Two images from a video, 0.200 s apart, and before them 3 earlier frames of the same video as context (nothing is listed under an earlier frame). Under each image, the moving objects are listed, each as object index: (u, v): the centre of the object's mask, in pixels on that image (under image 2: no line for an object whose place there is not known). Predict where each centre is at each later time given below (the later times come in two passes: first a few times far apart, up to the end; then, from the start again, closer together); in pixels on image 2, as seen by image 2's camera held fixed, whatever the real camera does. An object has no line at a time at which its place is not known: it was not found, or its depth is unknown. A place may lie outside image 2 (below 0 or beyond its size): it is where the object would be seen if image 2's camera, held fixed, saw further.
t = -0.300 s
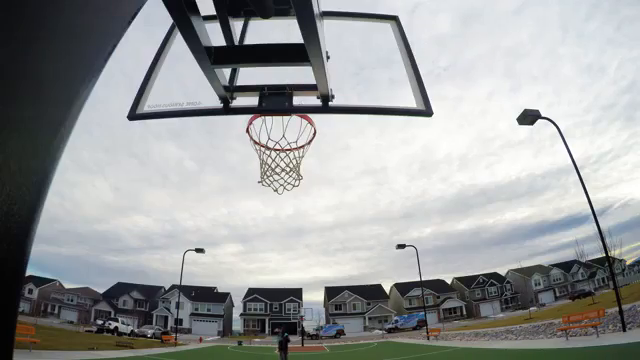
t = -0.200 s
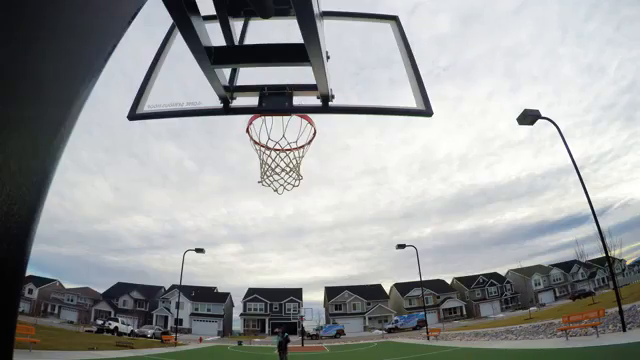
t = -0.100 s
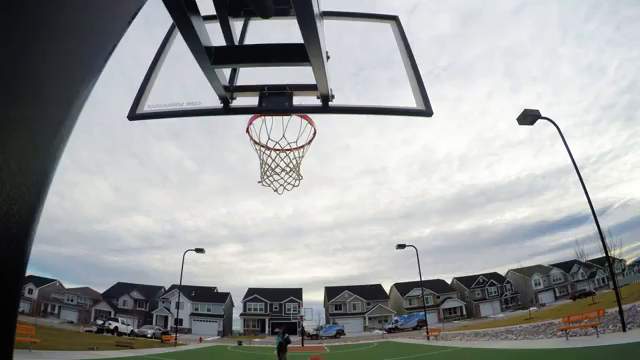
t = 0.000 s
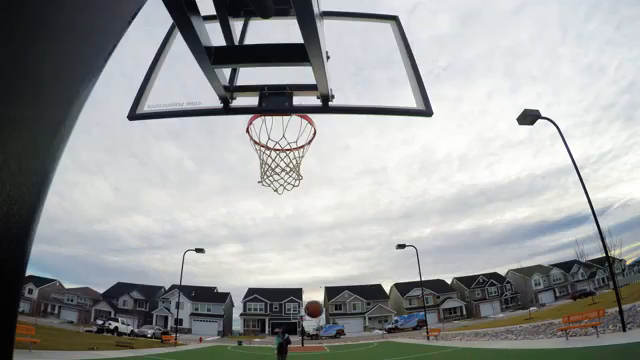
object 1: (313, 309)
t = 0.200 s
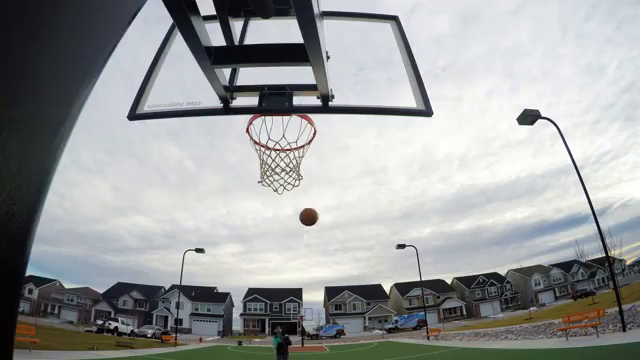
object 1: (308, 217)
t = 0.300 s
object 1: (307, 180)
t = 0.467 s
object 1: (303, 135)
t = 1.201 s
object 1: (283, 141)
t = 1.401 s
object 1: (272, 173)
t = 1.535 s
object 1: (264, 226)
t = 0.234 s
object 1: (308, 204)
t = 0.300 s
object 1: (307, 180)
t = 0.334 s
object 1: (307, 170)
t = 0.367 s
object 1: (306, 160)
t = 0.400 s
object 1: (305, 151)
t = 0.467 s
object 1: (303, 135)
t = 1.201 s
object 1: (283, 141)
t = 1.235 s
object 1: (280, 145)
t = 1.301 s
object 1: (277, 154)
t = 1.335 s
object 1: (275, 158)
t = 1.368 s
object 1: (273, 164)
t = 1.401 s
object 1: (272, 173)
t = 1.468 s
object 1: (268, 195)
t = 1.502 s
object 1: (266, 209)
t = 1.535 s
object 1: (264, 226)
